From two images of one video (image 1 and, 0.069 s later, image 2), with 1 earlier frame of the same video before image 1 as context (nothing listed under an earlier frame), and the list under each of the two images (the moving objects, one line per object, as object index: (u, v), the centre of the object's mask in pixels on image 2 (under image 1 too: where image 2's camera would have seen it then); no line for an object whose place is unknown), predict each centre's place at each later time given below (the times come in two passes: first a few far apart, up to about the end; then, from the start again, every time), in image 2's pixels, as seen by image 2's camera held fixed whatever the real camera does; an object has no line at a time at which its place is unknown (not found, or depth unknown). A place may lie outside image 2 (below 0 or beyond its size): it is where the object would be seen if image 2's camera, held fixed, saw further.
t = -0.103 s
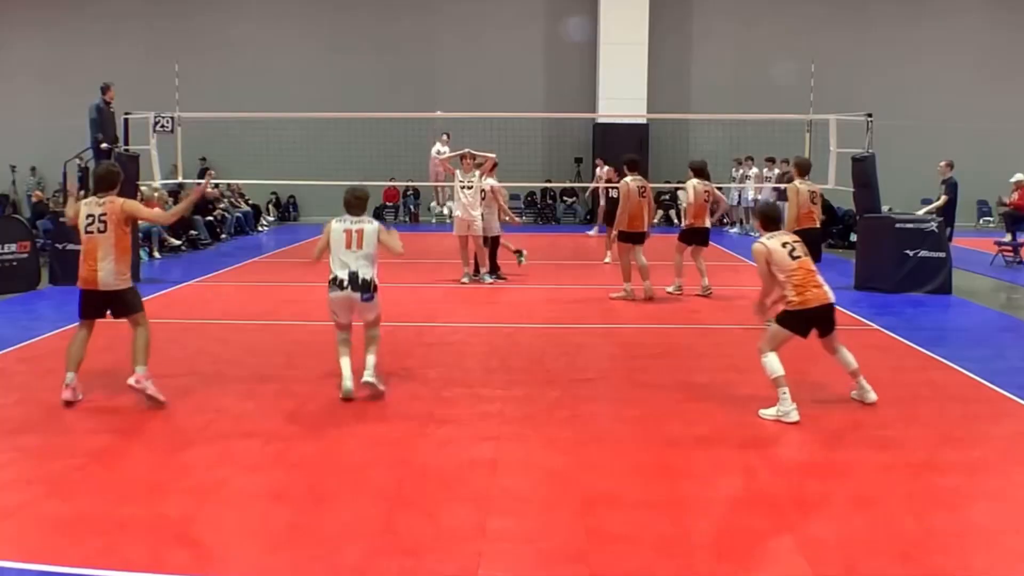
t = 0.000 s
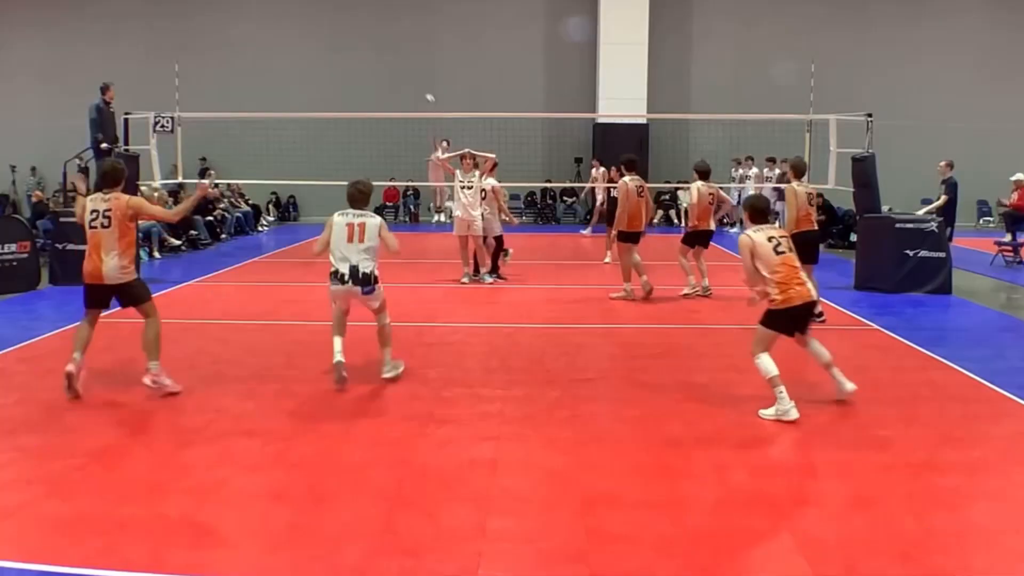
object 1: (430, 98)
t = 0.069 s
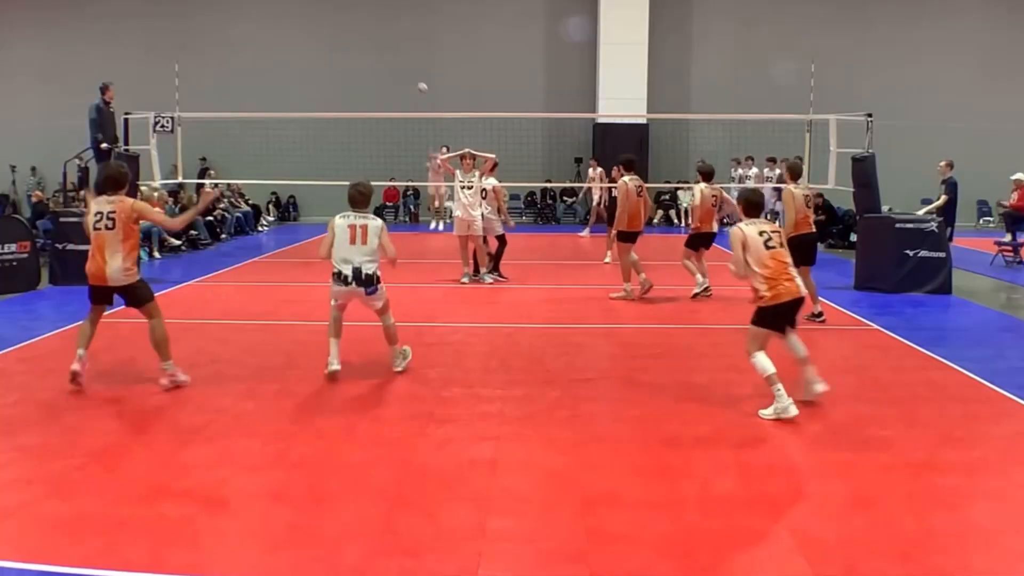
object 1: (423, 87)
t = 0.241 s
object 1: (403, 64)
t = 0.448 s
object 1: (376, 47)
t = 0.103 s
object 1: (419, 82)
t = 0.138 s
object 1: (415, 77)
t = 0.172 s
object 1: (412, 72)
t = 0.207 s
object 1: (407, 68)
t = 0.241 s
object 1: (403, 64)
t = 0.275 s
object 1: (399, 60)
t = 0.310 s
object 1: (395, 56)
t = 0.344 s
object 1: (390, 53)
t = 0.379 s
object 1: (385, 50)
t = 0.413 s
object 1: (381, 48)
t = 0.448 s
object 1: (376, 47)
